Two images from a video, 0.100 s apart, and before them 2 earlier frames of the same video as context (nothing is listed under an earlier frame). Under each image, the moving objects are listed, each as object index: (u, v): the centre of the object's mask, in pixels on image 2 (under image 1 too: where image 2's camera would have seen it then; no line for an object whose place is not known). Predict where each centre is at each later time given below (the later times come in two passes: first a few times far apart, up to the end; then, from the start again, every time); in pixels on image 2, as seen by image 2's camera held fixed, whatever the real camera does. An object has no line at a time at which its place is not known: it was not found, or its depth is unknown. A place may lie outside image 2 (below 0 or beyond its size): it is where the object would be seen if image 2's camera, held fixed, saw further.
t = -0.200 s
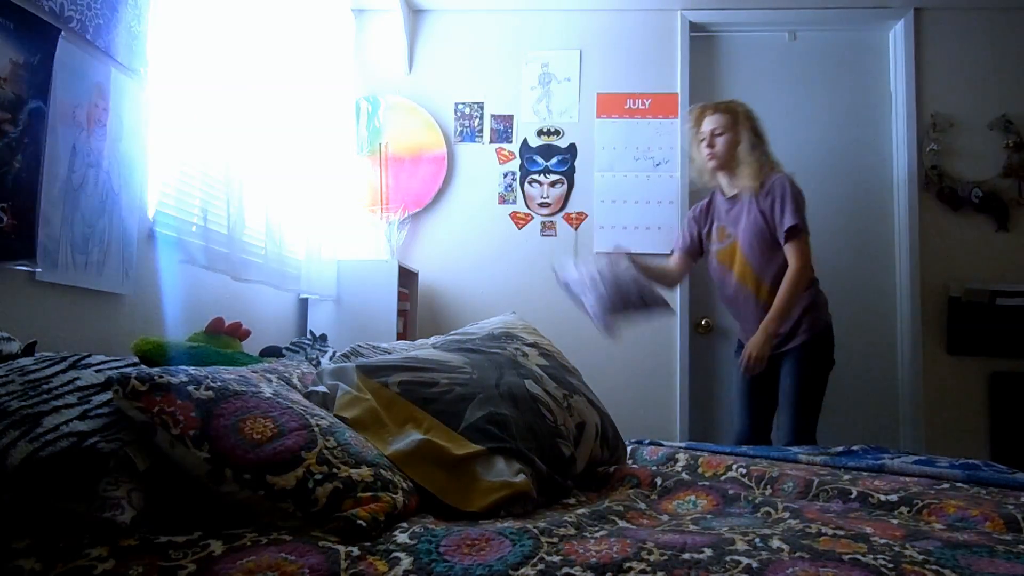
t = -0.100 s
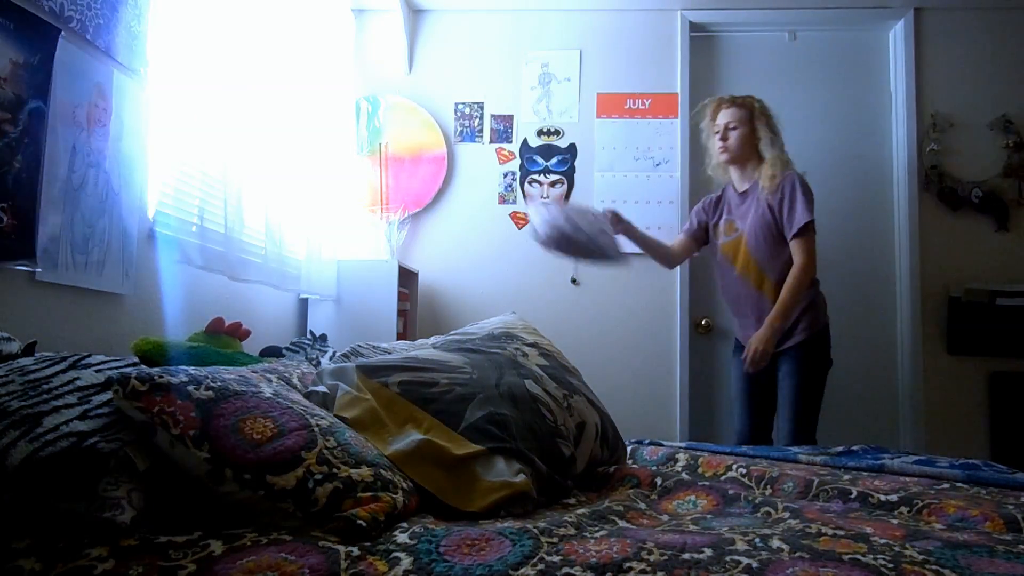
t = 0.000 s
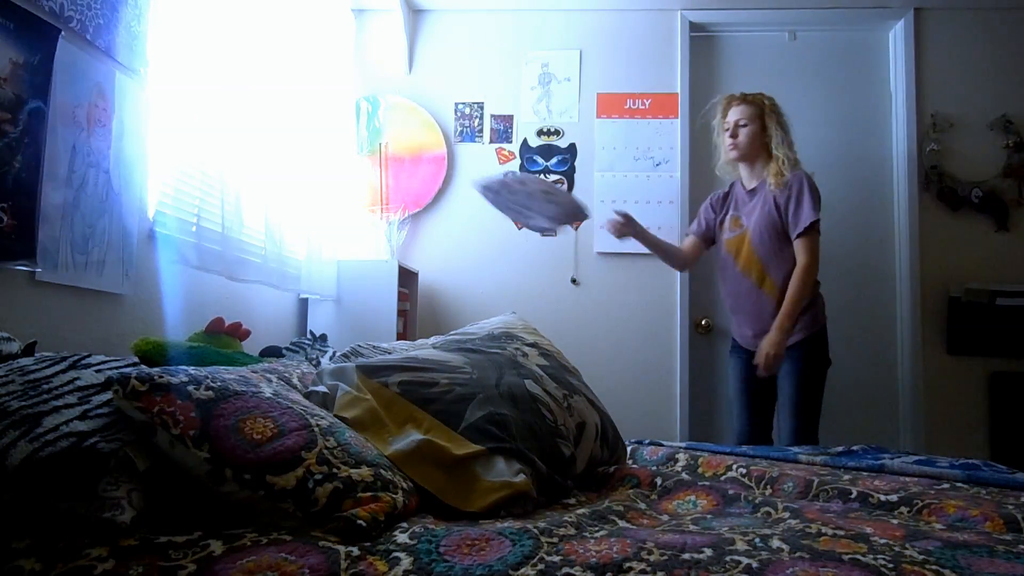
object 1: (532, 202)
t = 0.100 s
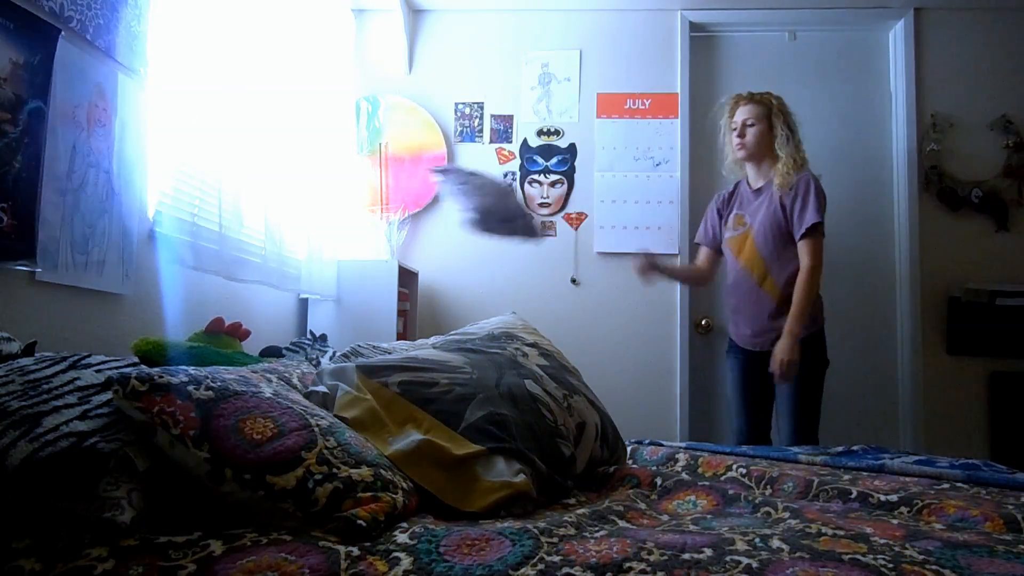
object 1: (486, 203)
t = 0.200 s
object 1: (434, 243)
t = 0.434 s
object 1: (325, 331)
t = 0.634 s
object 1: (309, 315)
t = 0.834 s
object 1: (318, 321)
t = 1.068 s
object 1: (347, 341)
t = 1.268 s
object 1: (346, 340)
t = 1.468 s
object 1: (345, 340)
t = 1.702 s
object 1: (345, 340)
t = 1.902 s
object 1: (345, 340)
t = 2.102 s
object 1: (345, 340)
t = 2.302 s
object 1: (345, 340)
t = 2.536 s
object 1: (346, 340)
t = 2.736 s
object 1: (345, 340)
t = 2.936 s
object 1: (345, 340)
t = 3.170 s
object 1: (345, 340)
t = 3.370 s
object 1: (345, 340)
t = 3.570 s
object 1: (346, 340)
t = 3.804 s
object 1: (346, 340)
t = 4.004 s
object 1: (346, 340)
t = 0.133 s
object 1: (470, 211)
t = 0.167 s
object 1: (452, 225)
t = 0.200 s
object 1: (434, 243)
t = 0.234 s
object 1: (419, 264)
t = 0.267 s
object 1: (400, 294)
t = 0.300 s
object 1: (381, 323)
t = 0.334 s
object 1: (359, 334)
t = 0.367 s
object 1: (348, 337)
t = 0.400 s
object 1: (336, 337)
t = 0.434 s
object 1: (325, 331)
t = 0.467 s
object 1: (319, 326)
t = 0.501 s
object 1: (316, 319)
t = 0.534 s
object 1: (314, 315)
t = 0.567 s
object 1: (312, 313)
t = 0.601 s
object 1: (310, 313)
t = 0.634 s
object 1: (309, 315)
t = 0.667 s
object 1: (308, 316)
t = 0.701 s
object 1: (309, 317)
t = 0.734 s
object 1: (309, 319)
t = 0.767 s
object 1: (311, 321)
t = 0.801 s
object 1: (314, 321)
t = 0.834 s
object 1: (318, 321)
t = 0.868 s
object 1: (323, 324)
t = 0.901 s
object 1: (329, 326)
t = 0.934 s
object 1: (336, 330)
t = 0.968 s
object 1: (344, 334)
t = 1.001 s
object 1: (348, 339)
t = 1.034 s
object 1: (347, 342)
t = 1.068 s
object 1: (347, 341)
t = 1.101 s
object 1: (344, 340)
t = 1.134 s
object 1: (344, 338)
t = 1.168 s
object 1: (344, 338)
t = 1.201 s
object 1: (345, 339)
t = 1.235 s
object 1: (345, 340)
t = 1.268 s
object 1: (346, 340)
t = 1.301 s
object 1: (346, 340)
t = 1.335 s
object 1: (345, 340)
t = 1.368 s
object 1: (345, 340)
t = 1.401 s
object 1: (345, 340)
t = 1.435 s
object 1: (345, 340)
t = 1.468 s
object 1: (345, 340)
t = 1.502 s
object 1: (345, 340)
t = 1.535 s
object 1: (345, 340)
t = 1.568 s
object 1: (345, 340)
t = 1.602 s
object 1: (346, 340)
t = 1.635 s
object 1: (345, 340)
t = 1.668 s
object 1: (345, 340)
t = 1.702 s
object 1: (345, 340)
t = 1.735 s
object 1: (345, 340)
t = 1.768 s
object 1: (345, 340)
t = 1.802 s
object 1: (345, 340)
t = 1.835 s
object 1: (345, 340)
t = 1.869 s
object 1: (345, 340)
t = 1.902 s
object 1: (345, 340)
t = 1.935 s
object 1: (345, 340)
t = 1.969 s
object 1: (345, 340)
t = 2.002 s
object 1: (345, 340)
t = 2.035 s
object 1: (345, 340)
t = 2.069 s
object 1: (345, 340)
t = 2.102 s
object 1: (345, 340)
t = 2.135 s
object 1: (345, 340)
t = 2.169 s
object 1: (345, 340)
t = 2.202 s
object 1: (345, 340)
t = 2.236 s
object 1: (345, 340)
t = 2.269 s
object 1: (345, 340)
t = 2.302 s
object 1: (345, 340)
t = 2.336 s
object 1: (345, 340)
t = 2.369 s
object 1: (345, 340)
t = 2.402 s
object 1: (345, 340)
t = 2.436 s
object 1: (345, 340)
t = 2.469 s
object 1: (345, 340)
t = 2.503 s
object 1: (345, 340)
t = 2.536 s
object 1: (346, 340)
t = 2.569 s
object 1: (345, 340)
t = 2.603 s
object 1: (346, 340)
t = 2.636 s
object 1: (345, 340)
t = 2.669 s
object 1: (346, 340)
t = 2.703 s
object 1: (345, 340)
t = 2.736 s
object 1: (345, 340)
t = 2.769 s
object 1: (345, 340)
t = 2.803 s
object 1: (345, 340)
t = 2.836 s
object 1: (345, 340)
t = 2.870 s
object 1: (345, 340)
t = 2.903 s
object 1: (345, 340)
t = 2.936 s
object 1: (345, 340)
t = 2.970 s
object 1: (345, 340)
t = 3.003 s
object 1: (345, 340)
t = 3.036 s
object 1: (345, 340)
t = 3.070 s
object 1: (345, 340)
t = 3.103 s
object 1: (345, 340)
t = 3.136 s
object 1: (345, 340)
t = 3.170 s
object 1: (345, 340)
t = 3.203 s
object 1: (345, 340)
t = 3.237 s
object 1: (345, 340)
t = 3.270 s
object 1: (345, 340)
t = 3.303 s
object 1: (345, 340)
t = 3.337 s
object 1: (345, 340)
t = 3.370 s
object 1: (345, 340)
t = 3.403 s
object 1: (346, 340)
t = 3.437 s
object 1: (345, 340)
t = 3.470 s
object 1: (345, 340)
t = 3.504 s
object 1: (346, 340)
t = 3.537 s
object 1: (346, 340)
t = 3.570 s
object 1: (346, 340)
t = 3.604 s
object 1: (345, 340)
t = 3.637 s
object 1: (345, 340)
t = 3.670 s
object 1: (345, 340)
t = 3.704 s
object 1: (345, 340)
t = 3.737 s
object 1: (345, 340)
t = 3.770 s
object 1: (345, 340)
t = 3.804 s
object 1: (346, 340)
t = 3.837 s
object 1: (346, 340)
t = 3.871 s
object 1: (346, 340)
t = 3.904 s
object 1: (346, 340)
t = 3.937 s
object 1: (345, 340)
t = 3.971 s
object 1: (346, 340)
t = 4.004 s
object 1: (346, 340)
